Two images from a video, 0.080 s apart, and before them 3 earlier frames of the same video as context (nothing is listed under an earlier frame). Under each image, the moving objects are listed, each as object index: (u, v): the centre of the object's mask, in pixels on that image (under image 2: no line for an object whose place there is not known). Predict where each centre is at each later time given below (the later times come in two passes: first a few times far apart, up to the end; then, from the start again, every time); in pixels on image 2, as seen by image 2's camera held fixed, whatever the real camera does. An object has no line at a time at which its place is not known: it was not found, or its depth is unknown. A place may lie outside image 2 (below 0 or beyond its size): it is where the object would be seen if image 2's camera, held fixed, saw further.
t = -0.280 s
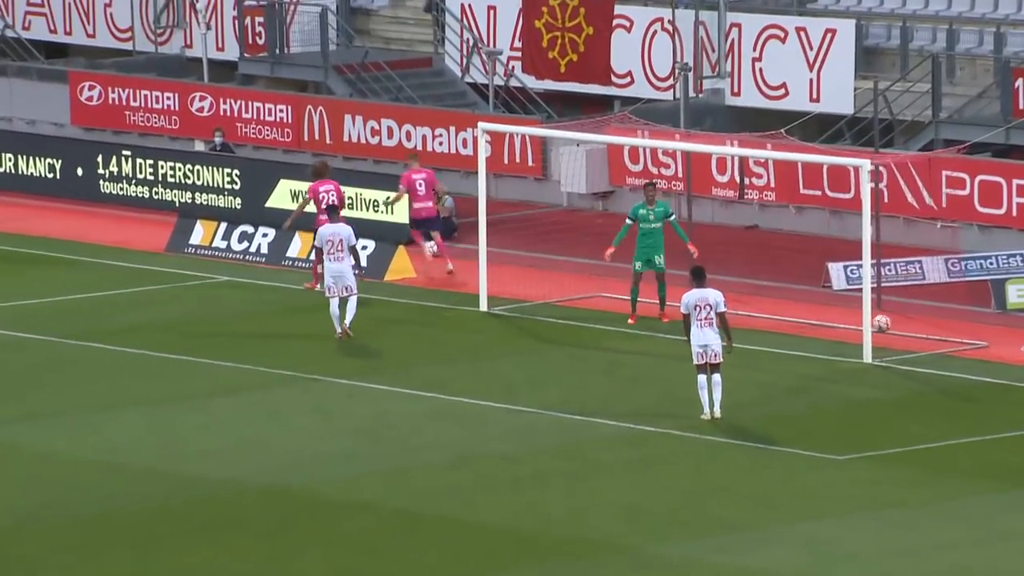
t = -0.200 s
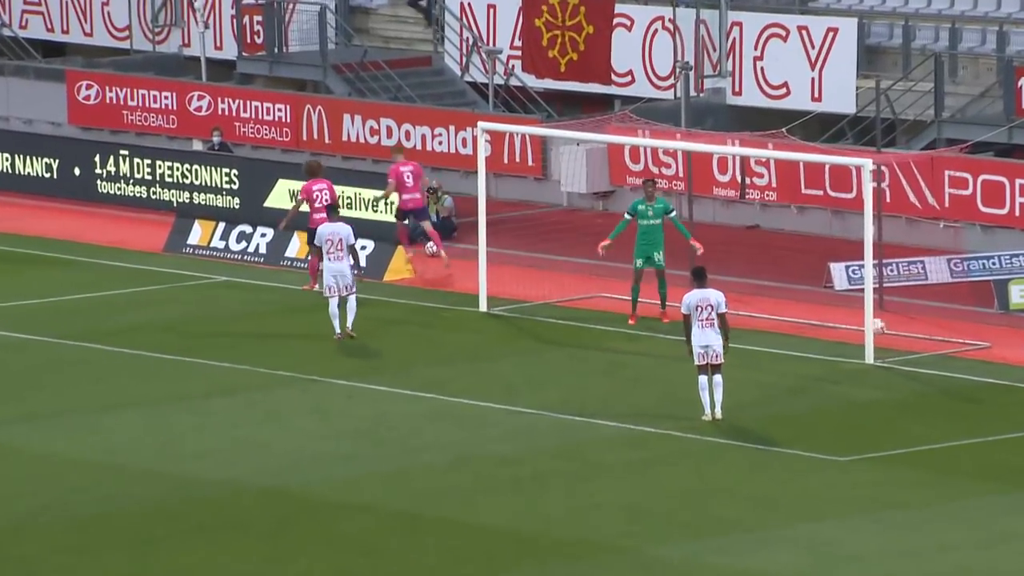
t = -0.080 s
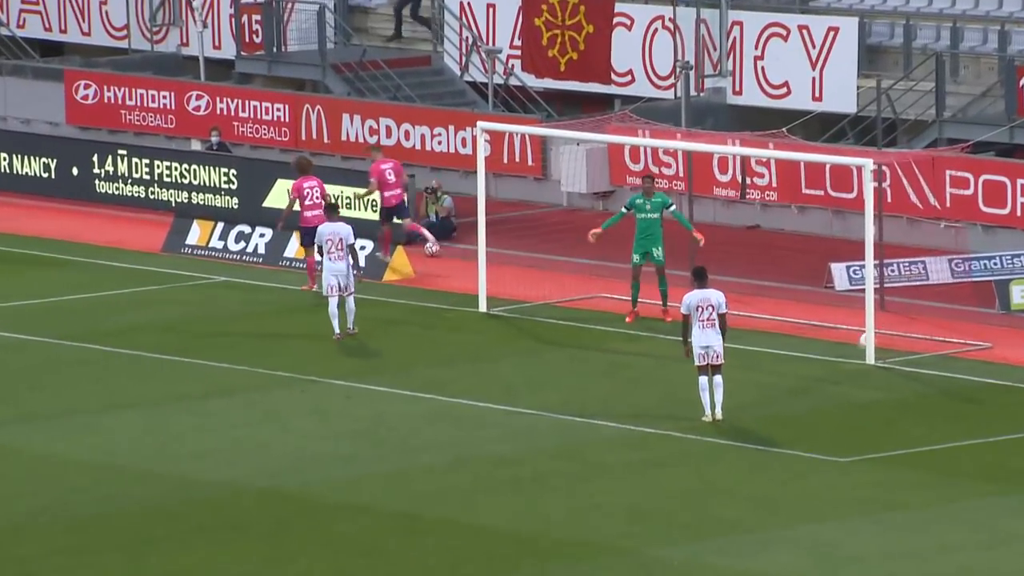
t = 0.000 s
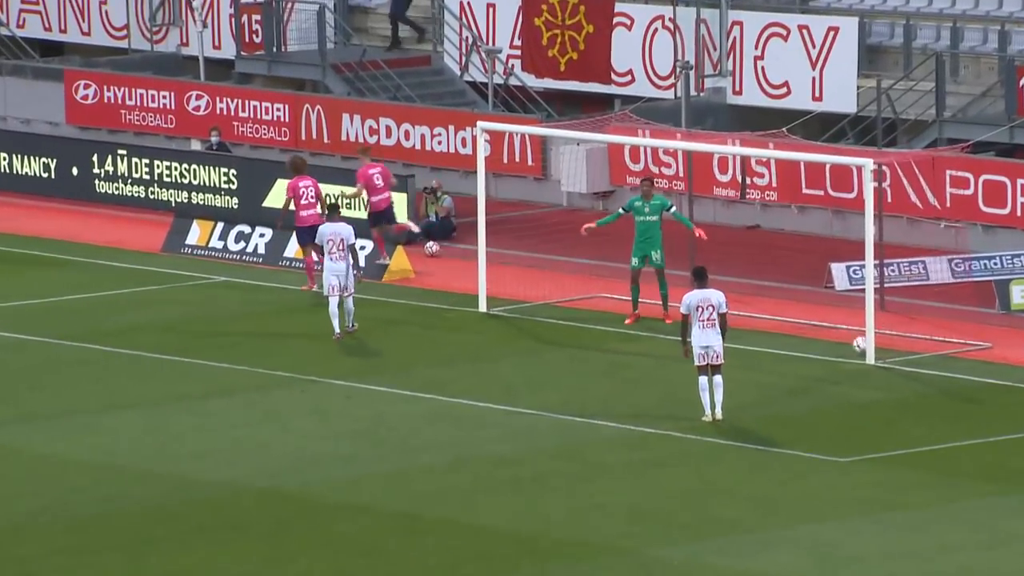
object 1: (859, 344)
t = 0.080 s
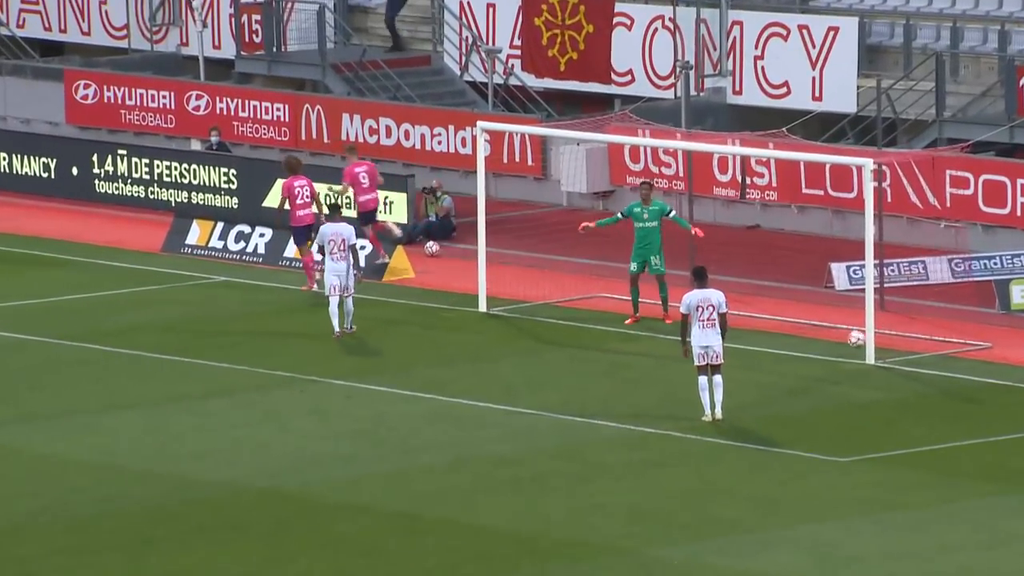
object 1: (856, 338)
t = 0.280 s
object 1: (844, 345)
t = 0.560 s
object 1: (827, 346)
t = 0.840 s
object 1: (814, 346)
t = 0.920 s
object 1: (811, 346)
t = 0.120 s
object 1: (854, 337)
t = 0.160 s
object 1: (851, 337)
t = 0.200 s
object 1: (849, 339)
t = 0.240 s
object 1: (847, 341)
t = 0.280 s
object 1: (844, 345)
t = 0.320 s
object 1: (842, 347)
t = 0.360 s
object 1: (839, 345)
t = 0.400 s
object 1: (837, 344)
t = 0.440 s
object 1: (835, 344)
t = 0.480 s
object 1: (832, 346)
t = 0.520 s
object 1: (830, 347)
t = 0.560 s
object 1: (827, 346)
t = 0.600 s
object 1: (825, 346)
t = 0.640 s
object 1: (823, 347)
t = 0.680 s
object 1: (822, 347)
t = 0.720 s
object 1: (819, 346)
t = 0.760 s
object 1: (818, 346)
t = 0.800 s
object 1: (816, 346)
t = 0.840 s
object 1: (814, 346)
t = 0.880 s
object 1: (813, 346)
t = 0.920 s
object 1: (811, 346)
